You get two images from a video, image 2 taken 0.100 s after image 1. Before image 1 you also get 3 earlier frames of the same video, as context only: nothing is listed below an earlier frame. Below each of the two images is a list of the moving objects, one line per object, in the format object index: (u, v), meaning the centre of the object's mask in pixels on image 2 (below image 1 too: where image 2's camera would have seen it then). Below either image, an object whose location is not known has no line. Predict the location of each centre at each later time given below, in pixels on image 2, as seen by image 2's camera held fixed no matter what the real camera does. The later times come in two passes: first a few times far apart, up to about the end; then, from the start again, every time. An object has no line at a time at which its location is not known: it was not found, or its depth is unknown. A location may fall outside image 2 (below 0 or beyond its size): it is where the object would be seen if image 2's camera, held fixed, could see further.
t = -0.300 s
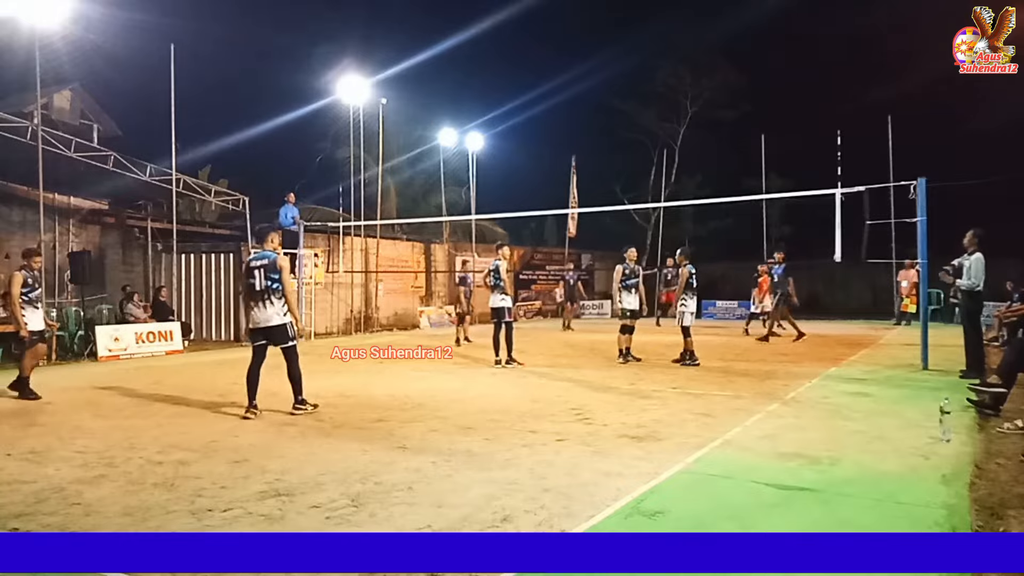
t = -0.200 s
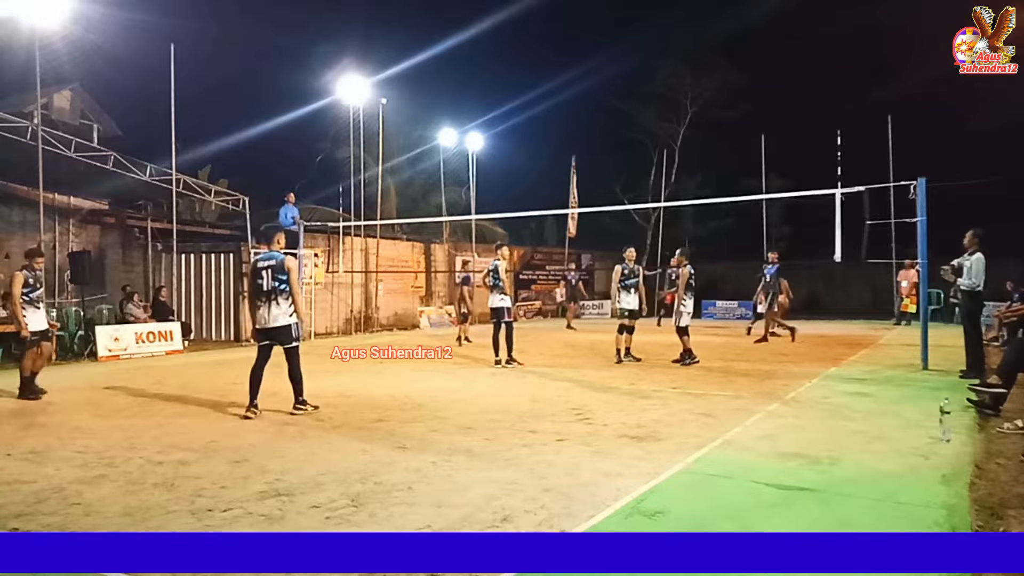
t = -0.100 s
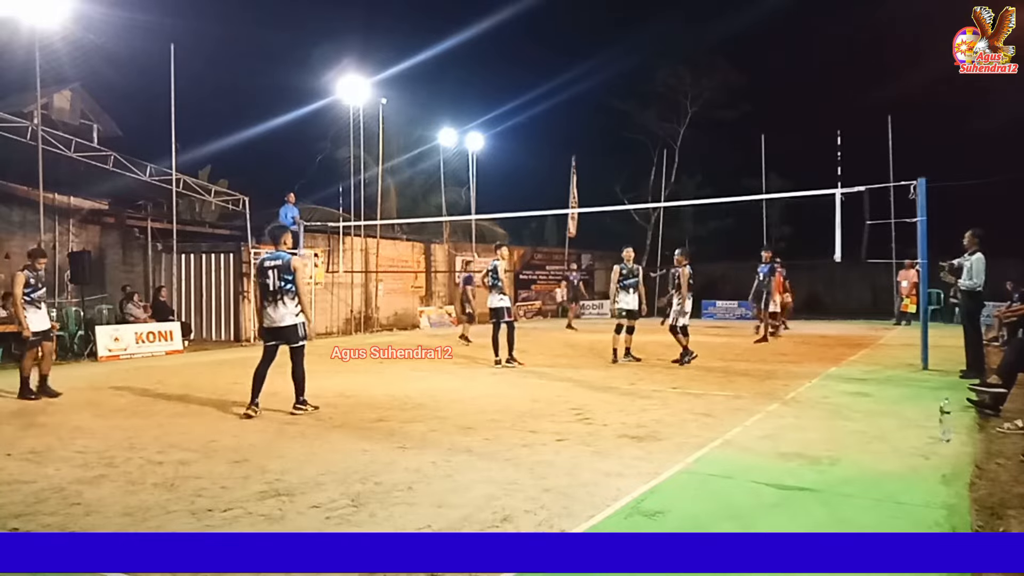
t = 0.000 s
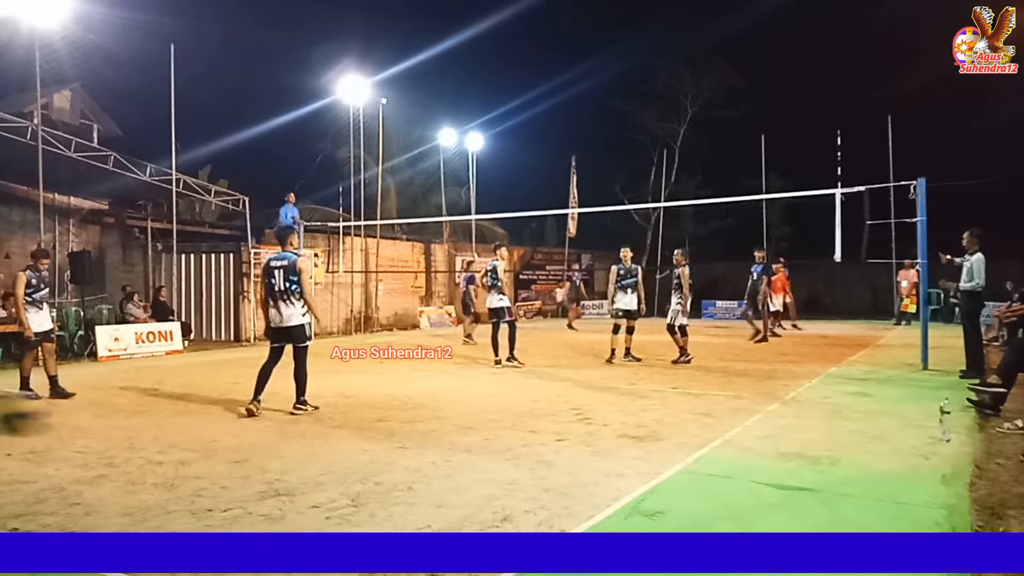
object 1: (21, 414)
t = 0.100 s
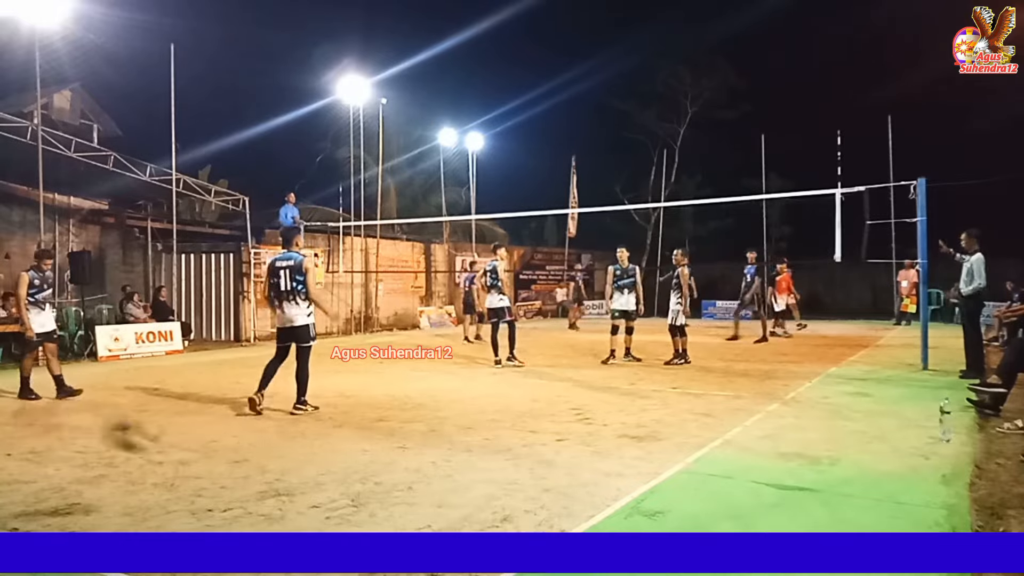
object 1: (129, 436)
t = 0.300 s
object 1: (270, 429)
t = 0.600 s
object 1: (370, 386)
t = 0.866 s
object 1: (429, 382)
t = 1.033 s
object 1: (456, 370)
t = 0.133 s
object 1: (161, 444)
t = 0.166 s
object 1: (194, 454)
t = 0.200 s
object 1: (215, 465)
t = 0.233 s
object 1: (237, 465)
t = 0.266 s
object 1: (253, 445)
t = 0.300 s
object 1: (270, 429)
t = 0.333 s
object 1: (283, 416)
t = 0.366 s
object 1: (296, 405)
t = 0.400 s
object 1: (308, 398)
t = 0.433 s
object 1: (321, 391)
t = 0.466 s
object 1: (332, 387)
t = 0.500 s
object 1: (341, 384)
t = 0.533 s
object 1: (353, 384)
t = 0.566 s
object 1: (360, 385)
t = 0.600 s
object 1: (370, 386)
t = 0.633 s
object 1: (377, 389)
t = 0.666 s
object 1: (387, 394)
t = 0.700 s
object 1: (396, 399)
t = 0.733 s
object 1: (402, 404)
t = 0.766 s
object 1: (409, 406)
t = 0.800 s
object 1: (416, 397)
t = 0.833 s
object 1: (423, 388)
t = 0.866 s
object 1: (429, 382)
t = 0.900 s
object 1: (437, 377)
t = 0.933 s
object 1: (441, 373)
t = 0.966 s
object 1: (447, 372)
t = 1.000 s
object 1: (452, 370)
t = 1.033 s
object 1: (456, 370)
